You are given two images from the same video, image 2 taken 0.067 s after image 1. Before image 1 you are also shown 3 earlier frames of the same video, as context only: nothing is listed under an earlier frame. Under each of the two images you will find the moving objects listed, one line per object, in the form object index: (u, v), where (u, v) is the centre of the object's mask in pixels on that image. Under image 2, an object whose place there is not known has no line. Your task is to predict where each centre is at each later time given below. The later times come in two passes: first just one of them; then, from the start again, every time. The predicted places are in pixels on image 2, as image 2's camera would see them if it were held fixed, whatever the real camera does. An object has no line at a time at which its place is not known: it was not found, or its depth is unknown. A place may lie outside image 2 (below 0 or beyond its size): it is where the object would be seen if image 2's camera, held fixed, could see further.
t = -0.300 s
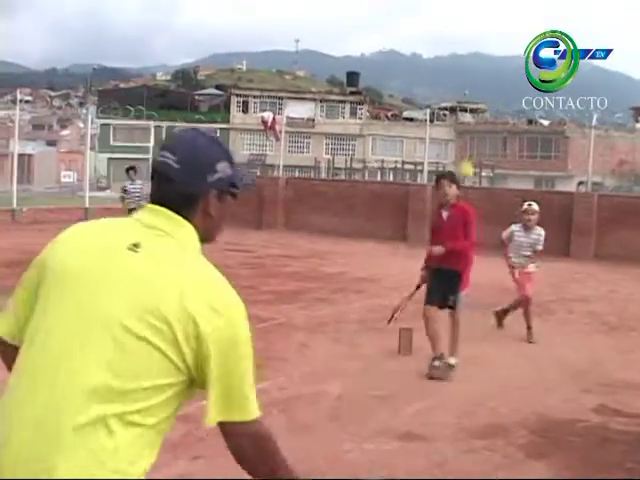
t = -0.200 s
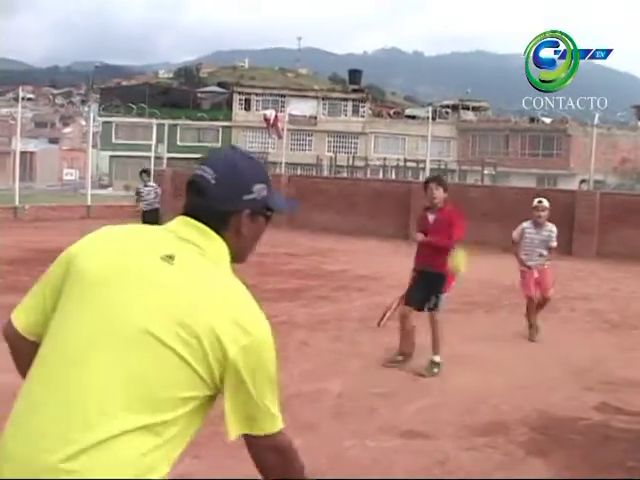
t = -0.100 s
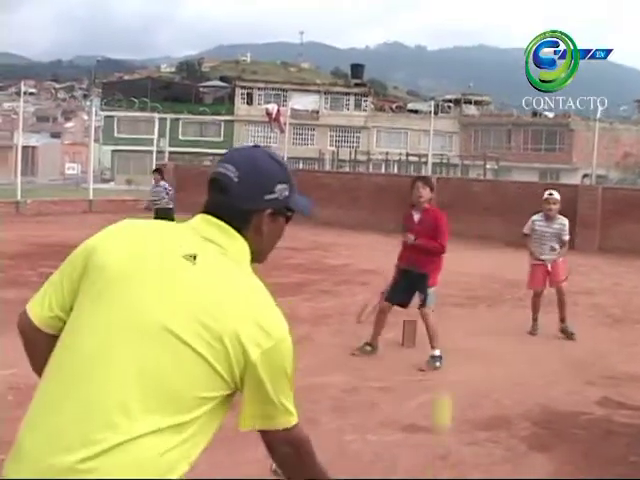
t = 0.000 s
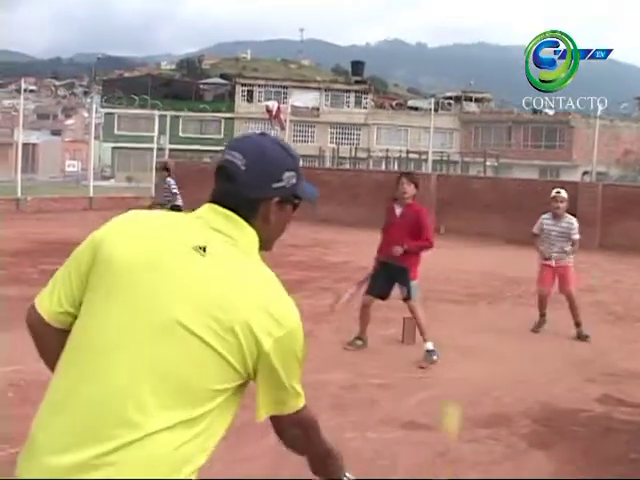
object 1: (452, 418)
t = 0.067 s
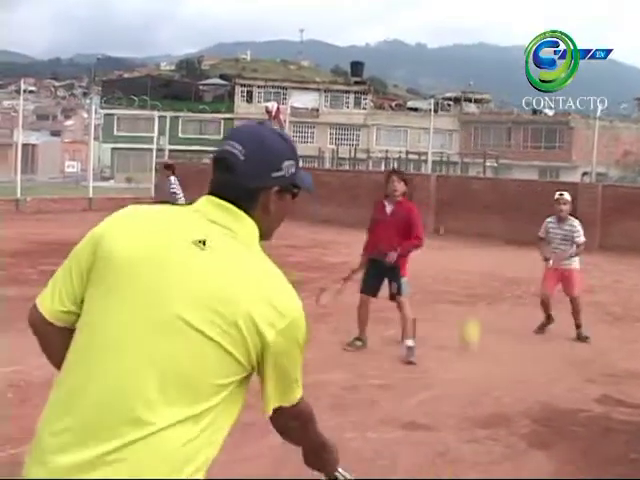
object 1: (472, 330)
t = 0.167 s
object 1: (493, 249)
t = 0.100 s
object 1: (480, 296)
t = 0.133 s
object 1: (488, 270)
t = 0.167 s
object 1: (493, 249)
